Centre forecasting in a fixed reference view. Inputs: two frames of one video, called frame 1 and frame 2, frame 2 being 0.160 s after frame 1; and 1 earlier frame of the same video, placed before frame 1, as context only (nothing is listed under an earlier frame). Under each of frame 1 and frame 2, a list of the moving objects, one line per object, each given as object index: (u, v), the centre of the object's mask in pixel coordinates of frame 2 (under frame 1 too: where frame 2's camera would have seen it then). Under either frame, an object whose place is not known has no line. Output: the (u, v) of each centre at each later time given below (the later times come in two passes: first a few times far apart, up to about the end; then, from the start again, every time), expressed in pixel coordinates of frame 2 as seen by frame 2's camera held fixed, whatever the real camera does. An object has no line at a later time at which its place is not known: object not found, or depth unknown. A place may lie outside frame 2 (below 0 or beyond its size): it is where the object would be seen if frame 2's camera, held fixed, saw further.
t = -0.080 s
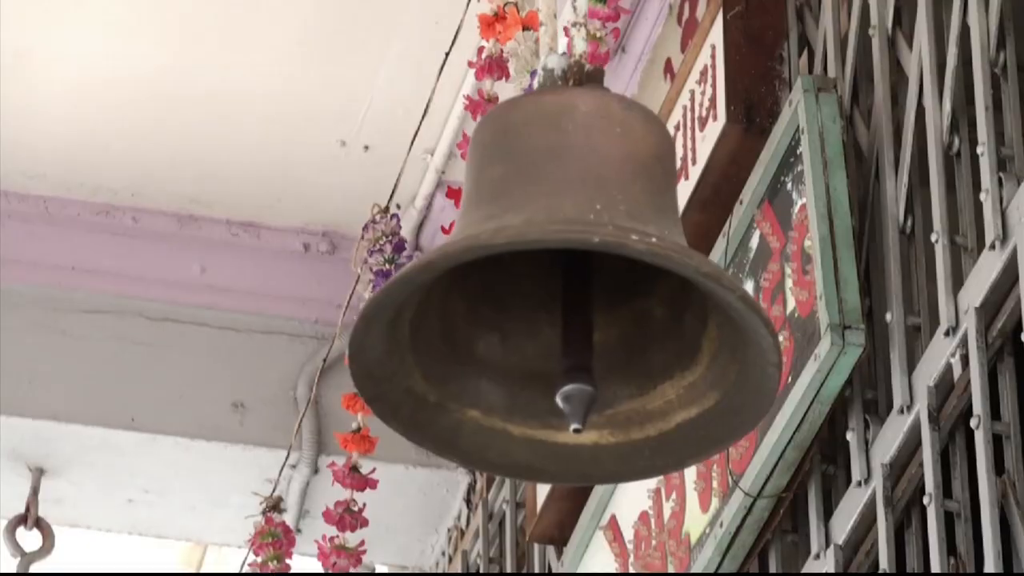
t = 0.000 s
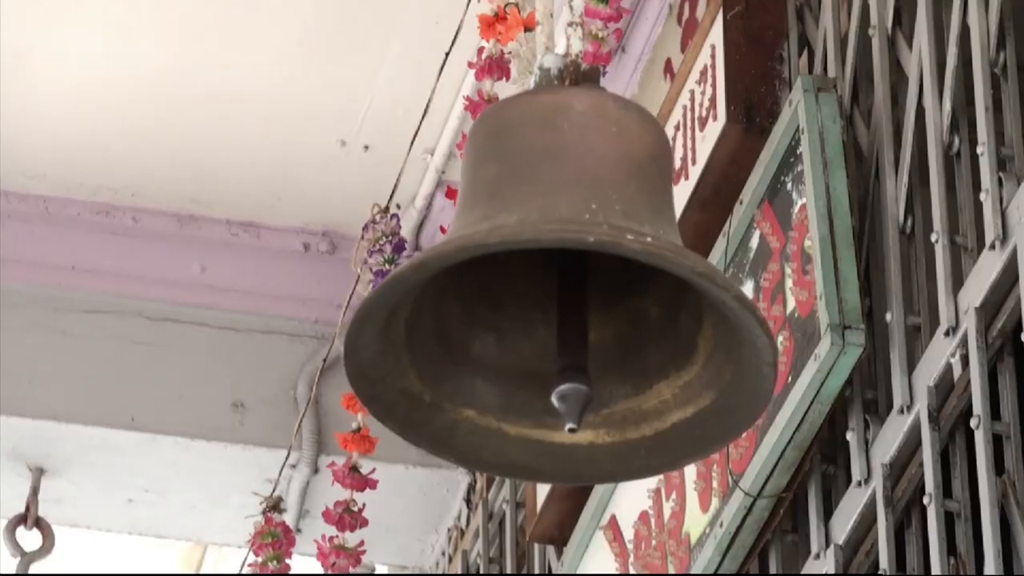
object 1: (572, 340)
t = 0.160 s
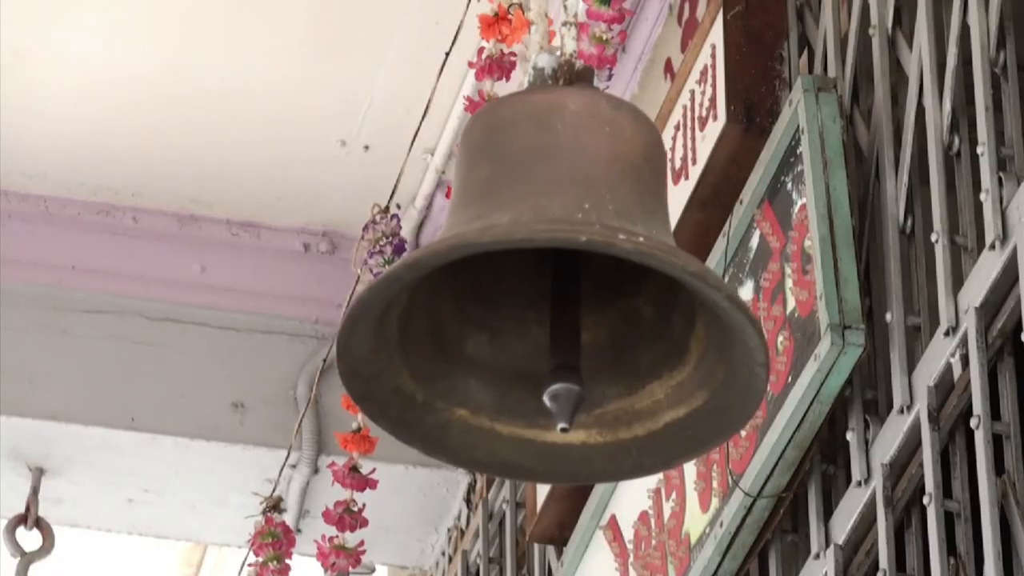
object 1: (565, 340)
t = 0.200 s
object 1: (563, 341)
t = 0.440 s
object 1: (559, 341)
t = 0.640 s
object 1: (562, 343)
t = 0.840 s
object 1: (570, 344)
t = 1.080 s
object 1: (584, 346)
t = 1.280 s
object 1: (594, 347)
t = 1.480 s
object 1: (601, 346)
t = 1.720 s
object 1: (601, 345)
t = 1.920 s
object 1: (595, 342)
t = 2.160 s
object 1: (582, 340)
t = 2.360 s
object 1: (571, 339)
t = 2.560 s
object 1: (563, 340)
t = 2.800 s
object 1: (560, 342)
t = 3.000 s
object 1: (564, 344)
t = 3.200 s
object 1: (573, 346)
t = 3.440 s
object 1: (586, 348)
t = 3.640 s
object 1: (596, 348)
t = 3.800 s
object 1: (601, 346)
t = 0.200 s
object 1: (563, 341)
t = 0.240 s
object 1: (562, 341)
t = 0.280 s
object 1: (561, 341)
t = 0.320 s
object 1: (560, 341)
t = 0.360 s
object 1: (559, 341)
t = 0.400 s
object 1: (559, 341)
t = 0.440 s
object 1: (559, 341)
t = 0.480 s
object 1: (559, 341)
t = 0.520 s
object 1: (560, 342)
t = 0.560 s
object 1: (560, 342)
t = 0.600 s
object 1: (561, 342)
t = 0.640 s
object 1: (562, 343)
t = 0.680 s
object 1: (563, 343)
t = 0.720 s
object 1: (564, 344)
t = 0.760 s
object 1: (566, 344)
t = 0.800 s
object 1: (568, 345)
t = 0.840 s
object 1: (570, 344)
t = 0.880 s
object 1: (572, 346)
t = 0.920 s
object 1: (575, 346)
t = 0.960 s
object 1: (577, 346)
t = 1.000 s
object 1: (579, 345)
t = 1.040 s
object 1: (581, 346)
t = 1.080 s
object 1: (584, 346)
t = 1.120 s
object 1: (586, 347)
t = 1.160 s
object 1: (588, 346)
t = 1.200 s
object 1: (590, 347)
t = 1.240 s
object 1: (592, 347)
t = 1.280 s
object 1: (594, 347)
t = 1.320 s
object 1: (596, 347)
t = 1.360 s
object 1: (598, 347)
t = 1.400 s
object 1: (599, 347)
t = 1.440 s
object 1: (600, 346)
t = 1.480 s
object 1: (601, 346)
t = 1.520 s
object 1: (601, 346)
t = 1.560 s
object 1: (601, 346)
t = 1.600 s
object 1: (601, 346)
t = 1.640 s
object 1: (601, 345)
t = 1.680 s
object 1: (601, 345)
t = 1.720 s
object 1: (601, 345)
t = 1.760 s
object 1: (600, 343)
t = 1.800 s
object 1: (599, 343)
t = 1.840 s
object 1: (598, 343)
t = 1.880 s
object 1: (596, 342)
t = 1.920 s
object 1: (595, 342)
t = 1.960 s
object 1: (593, 341)
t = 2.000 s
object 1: (591, 341)
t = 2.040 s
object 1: (589, 341)
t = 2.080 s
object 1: (587, 342)
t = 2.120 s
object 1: (584, 341)
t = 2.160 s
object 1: (582, 340)
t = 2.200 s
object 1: (580, 340)
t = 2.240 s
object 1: (577, 340)
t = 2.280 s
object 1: (576, 340)
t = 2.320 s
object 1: (574, 340)
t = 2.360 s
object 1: (571, 339)
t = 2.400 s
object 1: (569, 339)
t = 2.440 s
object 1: (568, 339)
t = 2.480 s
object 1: (566, 340)
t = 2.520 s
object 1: (564, 340)
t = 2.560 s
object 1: (563, 340)
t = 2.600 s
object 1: (561, 339)
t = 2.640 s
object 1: (561, 340)
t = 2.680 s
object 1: (560, 340)
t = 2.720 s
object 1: (560, 340)
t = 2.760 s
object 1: (560, 341)
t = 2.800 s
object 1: (560, 342)
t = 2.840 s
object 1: (560, 342)
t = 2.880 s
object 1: (561, 342)
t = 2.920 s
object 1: (561, 342)
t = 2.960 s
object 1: (562, 343)
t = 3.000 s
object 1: (564, 344)
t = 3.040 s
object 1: (565, 344)
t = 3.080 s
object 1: (567, 345)
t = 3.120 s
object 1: (569, 345)
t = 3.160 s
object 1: (570, 346)
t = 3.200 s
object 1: (573, 346)
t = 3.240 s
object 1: (575, 347)
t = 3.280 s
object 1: (577, 347)
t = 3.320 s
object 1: (579, 347)
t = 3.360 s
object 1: (582, 347)
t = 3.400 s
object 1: (584, 348)
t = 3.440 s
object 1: (586, 348)
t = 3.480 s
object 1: (588, 348)
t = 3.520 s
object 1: (590, 348)
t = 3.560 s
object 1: (592, 348)
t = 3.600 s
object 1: (594, 348)
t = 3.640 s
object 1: (596, 348)
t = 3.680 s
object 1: (597, 348)
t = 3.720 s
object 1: (599, 347)
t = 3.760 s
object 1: (600, 347)
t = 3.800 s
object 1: (601, 346)
